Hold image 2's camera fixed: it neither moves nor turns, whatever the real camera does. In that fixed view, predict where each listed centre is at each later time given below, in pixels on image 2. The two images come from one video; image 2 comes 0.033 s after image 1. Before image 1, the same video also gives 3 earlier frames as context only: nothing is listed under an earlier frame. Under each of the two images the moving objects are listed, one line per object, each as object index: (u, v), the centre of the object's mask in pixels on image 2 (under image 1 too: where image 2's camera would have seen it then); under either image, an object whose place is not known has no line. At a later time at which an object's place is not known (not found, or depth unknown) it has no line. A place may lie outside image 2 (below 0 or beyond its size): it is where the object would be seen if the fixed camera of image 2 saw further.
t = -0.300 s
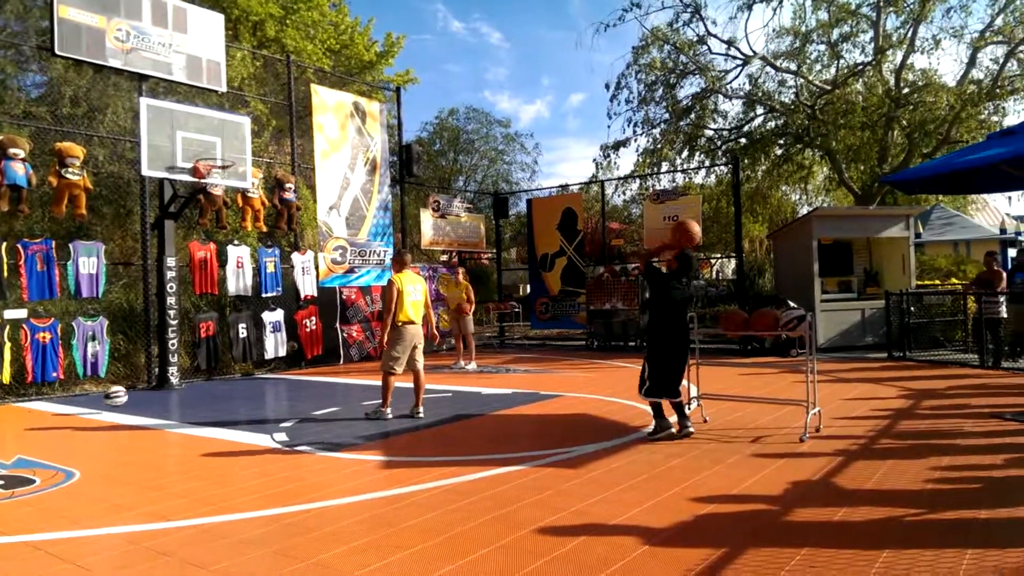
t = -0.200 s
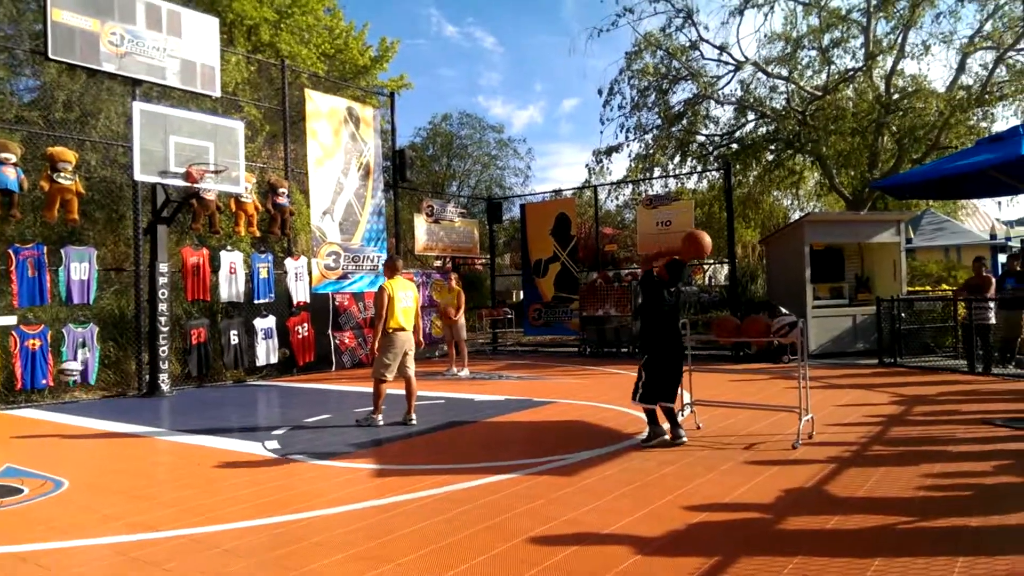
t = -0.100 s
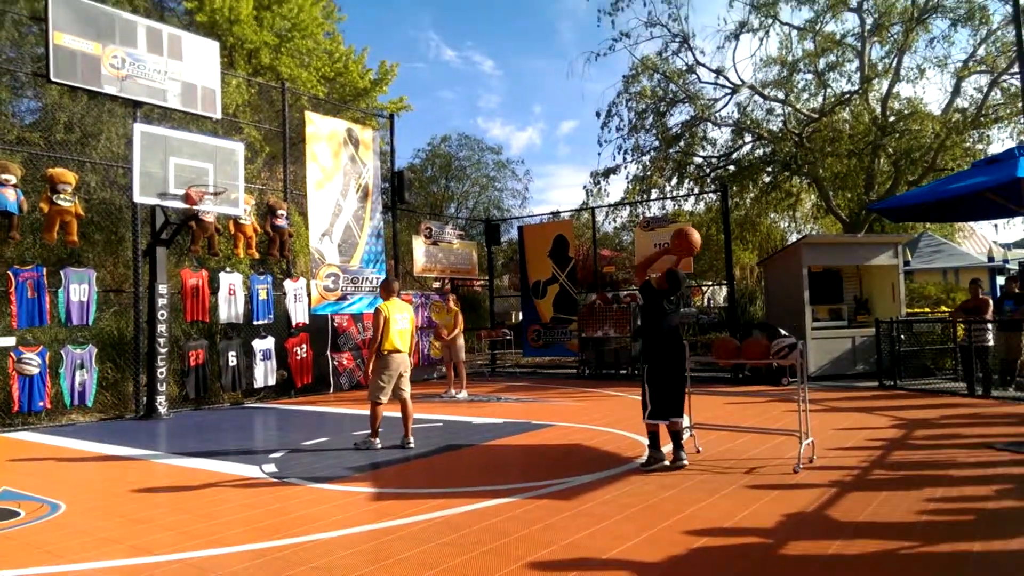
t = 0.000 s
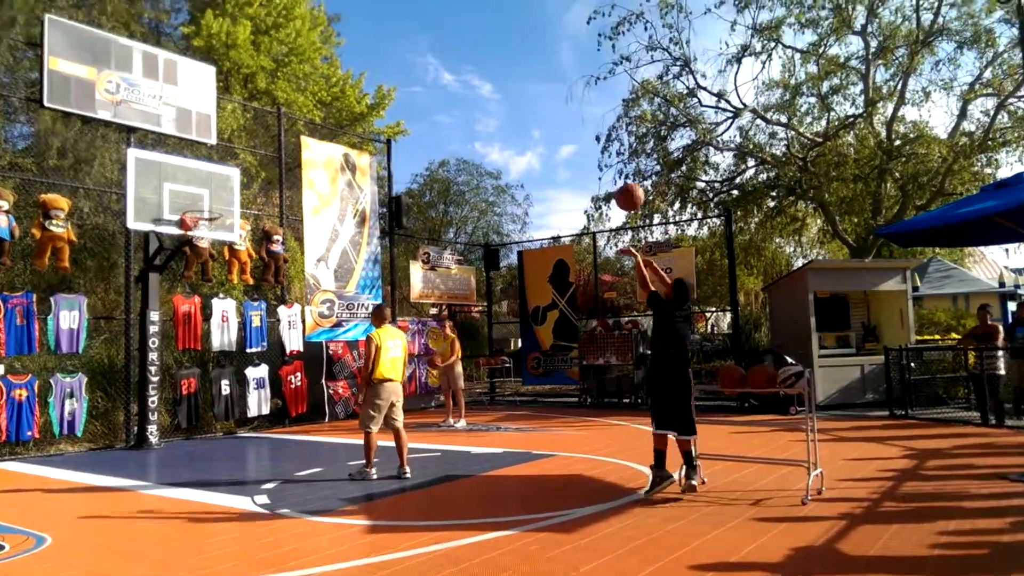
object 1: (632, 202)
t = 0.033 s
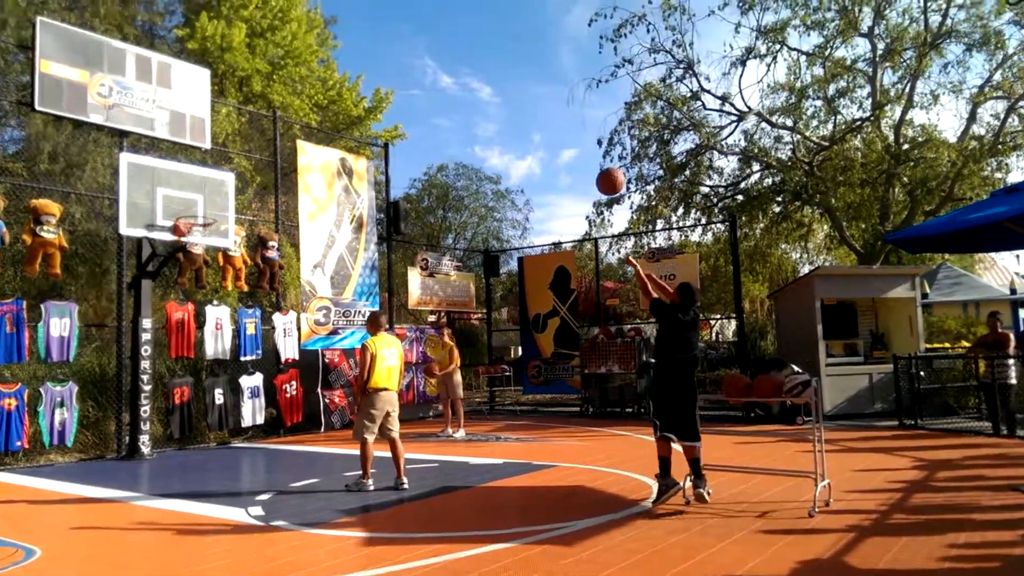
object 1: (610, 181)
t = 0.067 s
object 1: (589, 162)
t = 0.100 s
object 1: (568, 145)
